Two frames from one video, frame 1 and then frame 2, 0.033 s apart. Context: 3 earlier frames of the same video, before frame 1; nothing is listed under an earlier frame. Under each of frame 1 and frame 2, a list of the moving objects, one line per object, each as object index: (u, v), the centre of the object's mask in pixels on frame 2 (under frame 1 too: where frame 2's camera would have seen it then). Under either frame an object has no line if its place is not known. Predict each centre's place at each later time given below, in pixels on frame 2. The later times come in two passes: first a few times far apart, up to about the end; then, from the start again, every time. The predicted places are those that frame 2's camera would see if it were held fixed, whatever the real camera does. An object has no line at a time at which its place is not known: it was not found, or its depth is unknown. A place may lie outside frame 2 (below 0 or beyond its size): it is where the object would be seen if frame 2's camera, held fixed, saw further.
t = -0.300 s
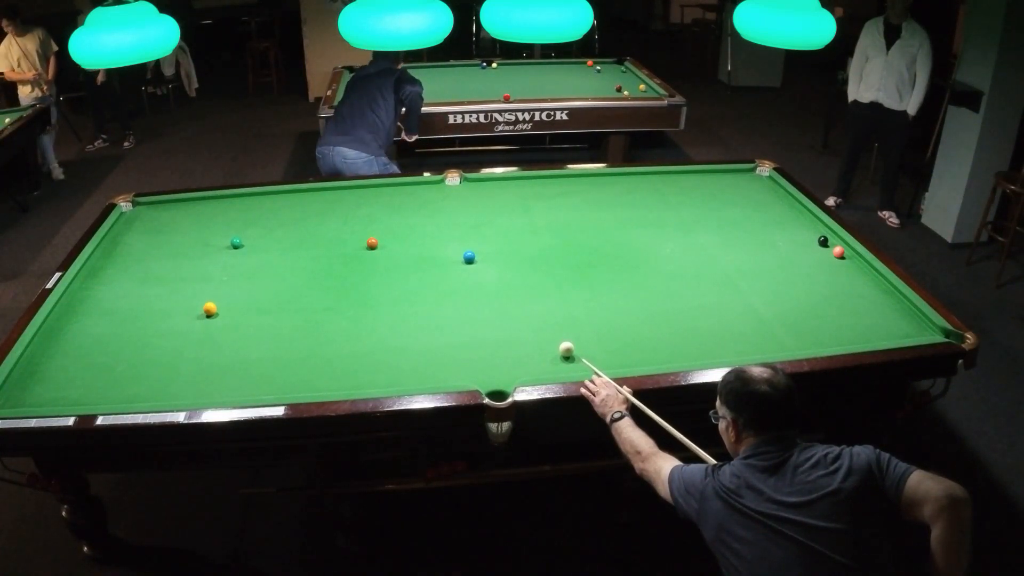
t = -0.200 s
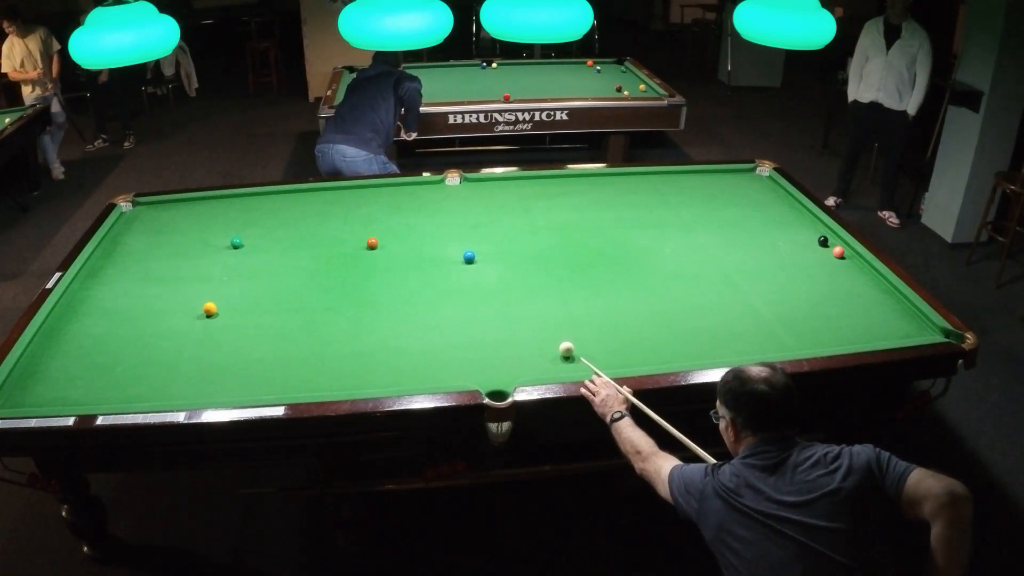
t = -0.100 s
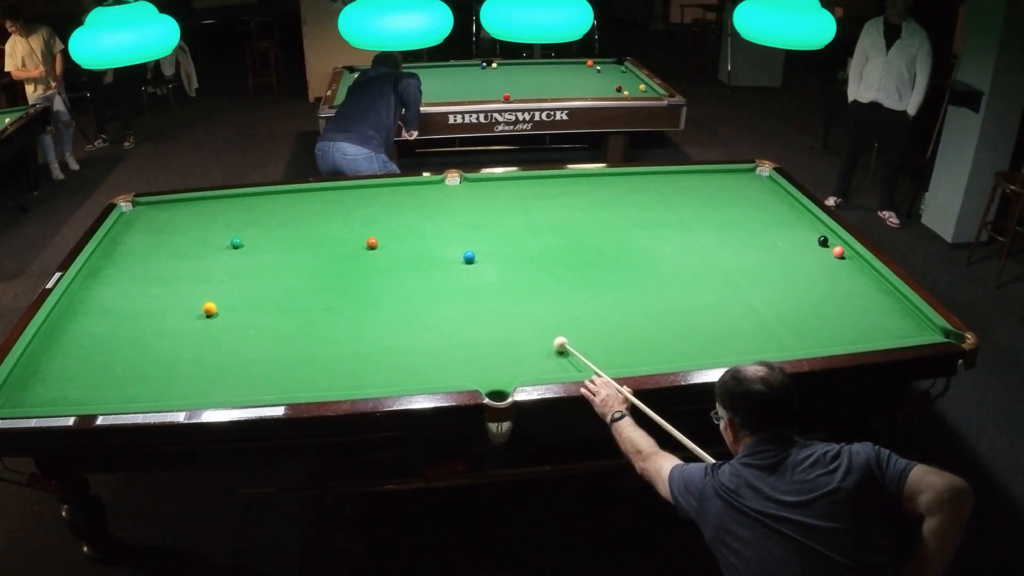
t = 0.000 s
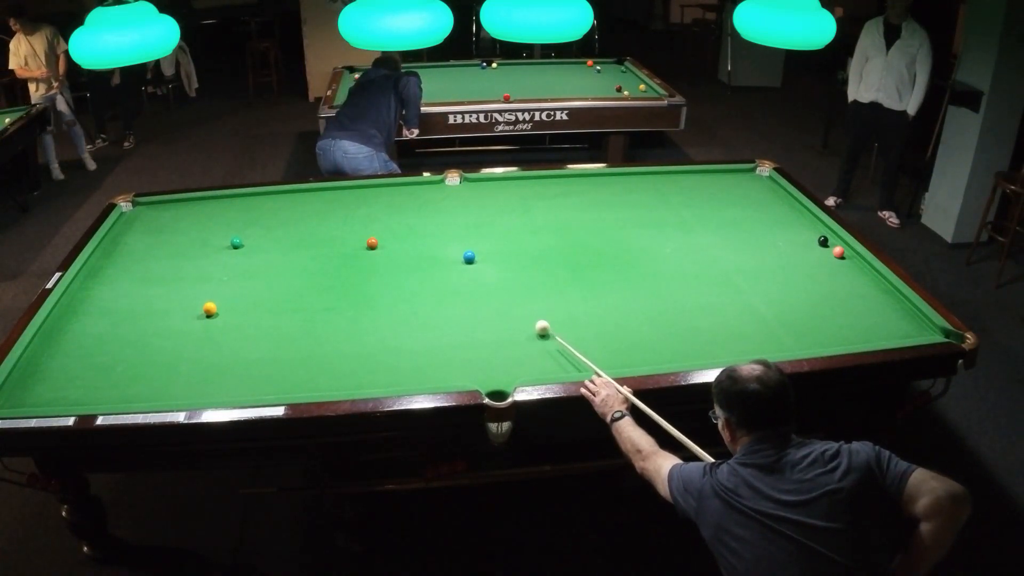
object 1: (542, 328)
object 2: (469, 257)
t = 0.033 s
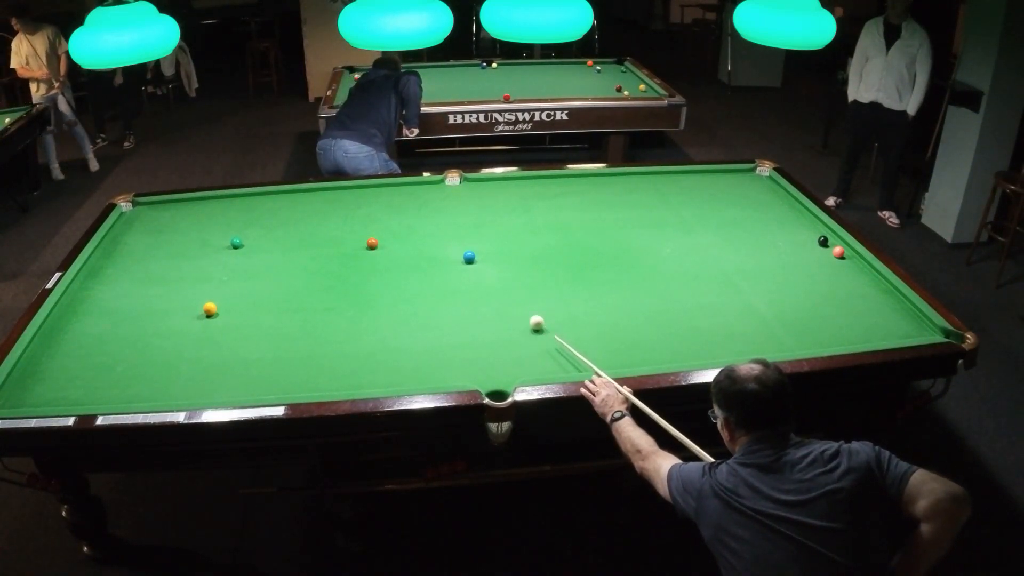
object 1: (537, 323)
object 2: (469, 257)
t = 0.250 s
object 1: (502, 292)
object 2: (469, 257)
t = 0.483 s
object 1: (471, 263)
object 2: (468, 254)
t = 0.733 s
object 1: (445, 258)
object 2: (465, 238)
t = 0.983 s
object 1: (421, 253)
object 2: (462, 223)
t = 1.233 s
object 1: (399, 248)
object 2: (460, 210)
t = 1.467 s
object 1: (383, 243)
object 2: (458, 198)
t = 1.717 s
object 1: (380, 240)
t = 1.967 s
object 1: (377, 237)
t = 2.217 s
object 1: (375, 235)
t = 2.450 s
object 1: (374, 233)
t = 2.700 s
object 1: (373, 232)
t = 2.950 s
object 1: (373, 232)
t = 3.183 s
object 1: (373, 231)
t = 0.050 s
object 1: (534, 320)
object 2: (469, 257)
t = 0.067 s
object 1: (531, 318)
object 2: (469, 257)
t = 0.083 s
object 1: (528, 315)
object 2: (469, 257)
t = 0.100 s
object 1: (525, 313)
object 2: (469, 257)
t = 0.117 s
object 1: (522, 310)
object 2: (469, 257)
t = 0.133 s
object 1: (520, 308)
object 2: (469, 257)
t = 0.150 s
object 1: (517, 306)
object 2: (469, 257)
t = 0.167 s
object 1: (515, 303)
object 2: (469, 257)
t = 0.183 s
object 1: (512, 301)
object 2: (469, 257)
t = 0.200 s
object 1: (510, 299)
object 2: (469, 257)
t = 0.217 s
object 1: (507, 296)
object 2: (469, 257)
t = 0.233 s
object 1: (505, 294)
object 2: (469, 257)
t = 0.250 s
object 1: (502, 292)
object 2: (469, 257)
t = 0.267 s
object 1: (500, 290)
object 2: (469, 257)
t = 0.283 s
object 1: (497, 287)
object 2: (469, 257)
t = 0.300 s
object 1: (495, 285)
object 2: (469, 257)
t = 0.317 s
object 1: (492, 283)
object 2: (469, 257)
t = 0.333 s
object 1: (490, 281)
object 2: (469, 257)
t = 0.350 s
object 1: (488, 279)
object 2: (469, 257)
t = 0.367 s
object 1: (486, 277)
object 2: (469, 257)
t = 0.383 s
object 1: (483, 275)
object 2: (469, 257)
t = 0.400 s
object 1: (481, 273)
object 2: (469, 257)
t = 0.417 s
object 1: (479, 271)
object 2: (469, 257)
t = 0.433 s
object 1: (477, 269)
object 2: (469, 257)
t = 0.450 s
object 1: (475, 267)
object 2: (469, 256)
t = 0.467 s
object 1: (473, 265)
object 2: (468, 255)
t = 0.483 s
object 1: (471, 263)
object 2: (468, 254)
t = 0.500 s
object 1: (469, 263)
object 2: (469, 253)
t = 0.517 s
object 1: (467, 263)
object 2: (469, 252)
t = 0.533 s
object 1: (465, 263)
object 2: (468, 251)
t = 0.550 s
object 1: (463, 263)
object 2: (468, 251)
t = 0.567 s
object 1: (462, 262)
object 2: (468, 250)
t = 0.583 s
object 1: (460, 262)
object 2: (467, 249)
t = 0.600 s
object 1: (458, 261)
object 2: (467, 247)
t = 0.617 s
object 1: (456, 261)
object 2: (467, 246)
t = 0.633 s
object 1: (455, 261)
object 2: (467, 245)
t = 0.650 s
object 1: (453, 260)
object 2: (467, 244)
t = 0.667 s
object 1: (451, 260)
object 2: (466, 243)
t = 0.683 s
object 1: (450, 259)
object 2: (466, 242)
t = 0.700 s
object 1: (448, 259)
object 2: (466, 240)
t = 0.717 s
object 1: (446, 259)
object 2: (466, 239)
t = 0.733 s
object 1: (445, 258)
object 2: (465, 238)
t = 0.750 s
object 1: (443, 258)
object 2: (465, 237)
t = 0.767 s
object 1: (441, 257)
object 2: (465, 236)
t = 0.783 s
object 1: (440, 257)
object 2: (465, 235)
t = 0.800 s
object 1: (438, 257)
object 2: (465, 234)
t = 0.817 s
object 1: (437, 256)
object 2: (464, 233)
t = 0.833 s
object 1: (435, 256)
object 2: (464, 232)
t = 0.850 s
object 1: (433, 256)
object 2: (464, 231)
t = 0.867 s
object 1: (432, 255)
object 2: (464, 230)
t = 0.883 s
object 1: (430, 255)
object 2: (463, 229)
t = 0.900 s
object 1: (429, 255)
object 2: (463, 228)
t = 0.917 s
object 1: (427, 254)
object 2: (463, 227)
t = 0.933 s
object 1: (426, 254)
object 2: (463, 226)
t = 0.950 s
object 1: (424, 253)
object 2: (463, 225)
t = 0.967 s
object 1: (422, 253)
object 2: (463, 224)
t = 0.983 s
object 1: (421, 253)
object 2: (462, 223)
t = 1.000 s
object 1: (420, 252)
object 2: (462, 222)
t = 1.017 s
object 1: (418, 252)
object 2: (462, 221)
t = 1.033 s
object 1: (417, 252)
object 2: (462, 220)
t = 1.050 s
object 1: (415, 251)
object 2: (462, 219)
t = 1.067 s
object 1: (414, 251)
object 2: (462, 218)
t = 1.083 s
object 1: (412, 251)
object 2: (461, 217)
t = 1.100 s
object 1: (411, 250)
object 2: (461, 216)
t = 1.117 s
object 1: (409, 250)
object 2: (461, 215)
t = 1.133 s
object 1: (408, 250)
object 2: (461, 215)
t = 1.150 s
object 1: (406, 249)
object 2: (461, 214)
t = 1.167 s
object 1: (405, 249)
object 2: (460, 213)
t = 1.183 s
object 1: (404, 249)
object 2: (460, 212)
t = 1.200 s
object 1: (402, 248)
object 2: (460, 211)
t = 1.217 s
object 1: (401, 248)
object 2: (460, 210)
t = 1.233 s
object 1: (399, 248)
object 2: (460, 210)
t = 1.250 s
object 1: (398, 247)
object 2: (460, 209)
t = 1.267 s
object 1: (397, 247)
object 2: (459, 208)
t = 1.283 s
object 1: (395, 247)
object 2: (459, 207)
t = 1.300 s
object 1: (394, 246)
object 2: (459, 206)
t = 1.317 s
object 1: (393, 246)
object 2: (459, 205)
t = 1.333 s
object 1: (392, 246)
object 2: (459, 204)
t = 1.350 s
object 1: (390, 245)
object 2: (459, 203)
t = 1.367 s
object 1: (389, 245)
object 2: (459, 203)
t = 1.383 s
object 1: (388, 245)
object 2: (459, 202)
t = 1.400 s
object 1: (386, 245)
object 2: (459, 201)
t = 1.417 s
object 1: (385, 244)
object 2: (458, 201)
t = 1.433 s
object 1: (384, 244)
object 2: (458, 200)
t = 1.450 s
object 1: (383, 244)
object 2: (458, 199)
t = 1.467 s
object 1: (383, 243)
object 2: (458, 198)
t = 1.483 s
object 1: (383, 243)
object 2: (458, 197)
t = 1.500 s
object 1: (383, 243)
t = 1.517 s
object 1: (383, 243)
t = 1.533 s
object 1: (382, 243)
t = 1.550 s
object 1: (382, 242)
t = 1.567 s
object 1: (382, 242)
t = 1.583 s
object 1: (382, 242)
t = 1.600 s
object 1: (382, 242)
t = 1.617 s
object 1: (381, 241)
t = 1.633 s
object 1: (381, 241)
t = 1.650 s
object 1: (381, 241)
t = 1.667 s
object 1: (381, 241)
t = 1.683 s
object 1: (381, 241)
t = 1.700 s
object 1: (380, 240)
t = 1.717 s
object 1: (380, 240)
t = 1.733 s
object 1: (380, 240)
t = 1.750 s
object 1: (380, 240)
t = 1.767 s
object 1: (380, 240)
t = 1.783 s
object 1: (379, 239)
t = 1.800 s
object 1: (379, 239)
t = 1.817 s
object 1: (379, 239)
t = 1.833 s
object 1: (379, 239)
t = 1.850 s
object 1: (379, 239)
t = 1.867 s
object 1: (378, 238)
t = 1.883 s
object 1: (378, 238)
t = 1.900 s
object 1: (378, 238)
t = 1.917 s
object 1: (378, 238)
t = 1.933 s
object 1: (378, 238)
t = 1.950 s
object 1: (378, 238)
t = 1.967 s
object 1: (377, 237)
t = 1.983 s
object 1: (377, 237)
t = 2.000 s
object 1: (377, 237)
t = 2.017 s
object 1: (377, 237)
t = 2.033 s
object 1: (377, 237)
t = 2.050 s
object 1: (377, 236)
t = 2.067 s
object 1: (376, 236)
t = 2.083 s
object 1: (376, 236)
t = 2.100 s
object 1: (376, 236)
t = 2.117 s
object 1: (376, 236)
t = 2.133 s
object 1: (376, 236)
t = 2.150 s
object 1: (376, 236)
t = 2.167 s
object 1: (376, 235)
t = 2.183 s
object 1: (376, 235)
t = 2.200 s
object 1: (375, 235)
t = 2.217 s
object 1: (375, 235)
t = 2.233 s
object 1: (375, 235)
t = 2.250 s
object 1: (375, 235)
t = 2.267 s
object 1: (375, 235)
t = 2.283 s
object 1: (375, 235)
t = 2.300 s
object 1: (375, 234)
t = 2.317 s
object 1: (375, 234)
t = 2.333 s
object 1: (375, 234)
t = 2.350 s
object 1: (374, 234)
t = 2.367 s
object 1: (374, 234)
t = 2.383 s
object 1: (374, 234)
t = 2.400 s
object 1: (374, 234)
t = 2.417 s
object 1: (374, 234)
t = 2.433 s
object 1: (374, 234)
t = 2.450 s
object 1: (374, 233)
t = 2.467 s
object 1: (374, 233)
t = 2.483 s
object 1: (374, 233)
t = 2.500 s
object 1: (374, 233)
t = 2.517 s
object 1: (374, 233)
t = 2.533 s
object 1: (374, 233)
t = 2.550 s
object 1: (374, 233)
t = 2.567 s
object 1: (373, 233)
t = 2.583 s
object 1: (373, 233)
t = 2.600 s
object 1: (373, 233)
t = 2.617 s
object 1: (373, 233)
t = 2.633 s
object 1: (373, 233)
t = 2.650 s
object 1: (373, 233)
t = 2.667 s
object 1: (373, 232)
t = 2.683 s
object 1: (373, 232)
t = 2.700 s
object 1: (373, 232)
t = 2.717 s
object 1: (373, 232)
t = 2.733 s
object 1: (373, 232)
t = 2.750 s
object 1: (373, 232)
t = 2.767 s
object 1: (373, 232)
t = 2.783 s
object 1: (373, 232)
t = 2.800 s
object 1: (373, 232)
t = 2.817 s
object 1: (373, 232)
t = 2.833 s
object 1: (373, 232)
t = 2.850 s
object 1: (373, 232)
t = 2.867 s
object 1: (373, 232)
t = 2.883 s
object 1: (373, 232)
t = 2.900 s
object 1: (373, 232)
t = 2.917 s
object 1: (373, 232)
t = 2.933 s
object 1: (373, 232)
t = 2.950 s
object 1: (373, 232)
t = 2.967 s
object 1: (373, 232)
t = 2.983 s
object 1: (373, 232)
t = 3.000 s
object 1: (373, 232)
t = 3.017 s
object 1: (373, 232)
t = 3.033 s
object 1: (373, 232)
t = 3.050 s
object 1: (373, 232)
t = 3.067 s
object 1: (373, 232)
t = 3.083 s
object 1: (373, 232)
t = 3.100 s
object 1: (373, 232)
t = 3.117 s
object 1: (373, 231)
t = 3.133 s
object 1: (373, 231)
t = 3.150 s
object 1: (373, 232)
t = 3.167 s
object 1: (373, 231)
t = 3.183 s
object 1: (373, 231)
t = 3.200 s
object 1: (373, 231)
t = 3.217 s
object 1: (373, 231)
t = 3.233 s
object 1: (373, 231)
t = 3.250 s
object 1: (373, 231)
